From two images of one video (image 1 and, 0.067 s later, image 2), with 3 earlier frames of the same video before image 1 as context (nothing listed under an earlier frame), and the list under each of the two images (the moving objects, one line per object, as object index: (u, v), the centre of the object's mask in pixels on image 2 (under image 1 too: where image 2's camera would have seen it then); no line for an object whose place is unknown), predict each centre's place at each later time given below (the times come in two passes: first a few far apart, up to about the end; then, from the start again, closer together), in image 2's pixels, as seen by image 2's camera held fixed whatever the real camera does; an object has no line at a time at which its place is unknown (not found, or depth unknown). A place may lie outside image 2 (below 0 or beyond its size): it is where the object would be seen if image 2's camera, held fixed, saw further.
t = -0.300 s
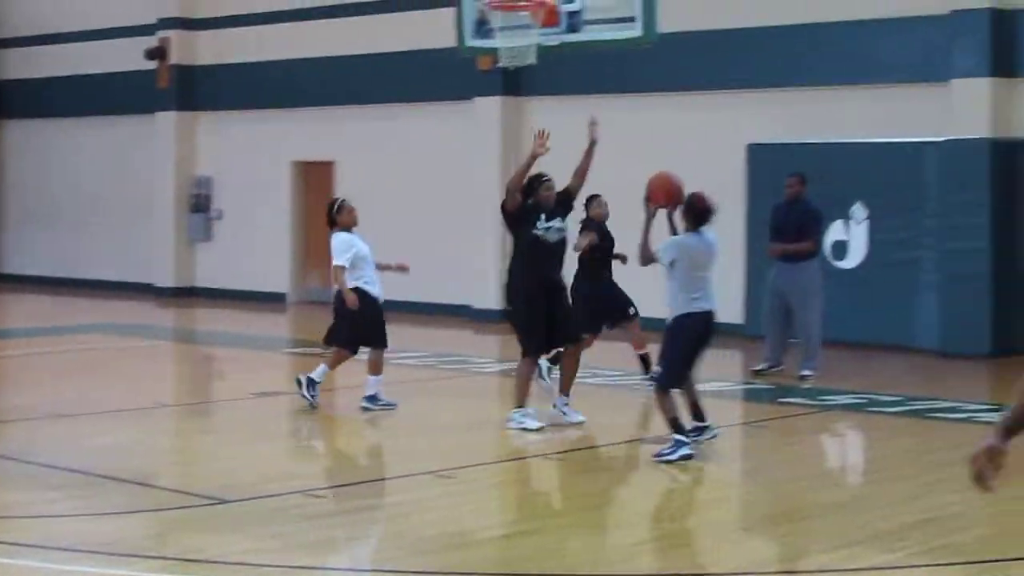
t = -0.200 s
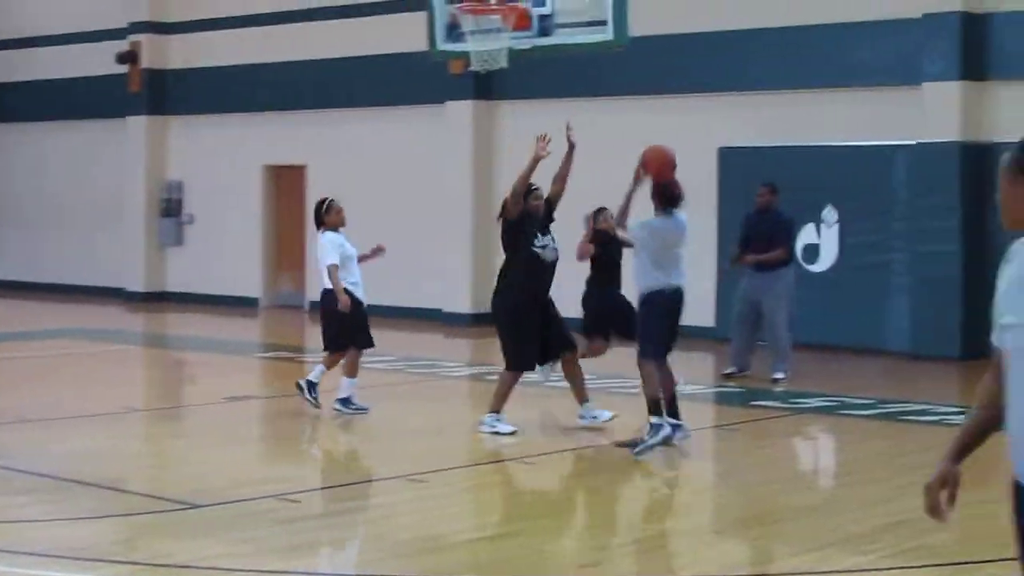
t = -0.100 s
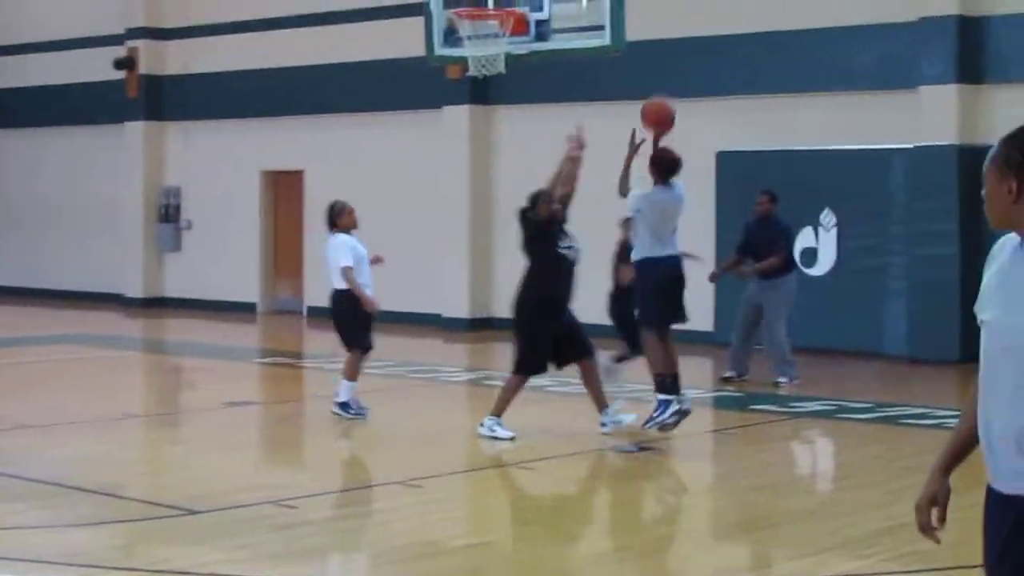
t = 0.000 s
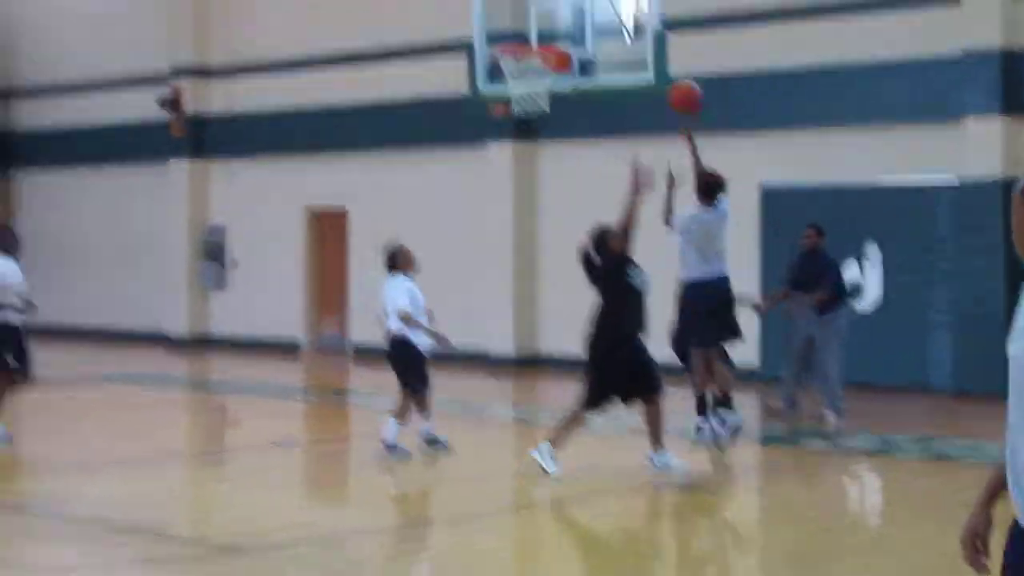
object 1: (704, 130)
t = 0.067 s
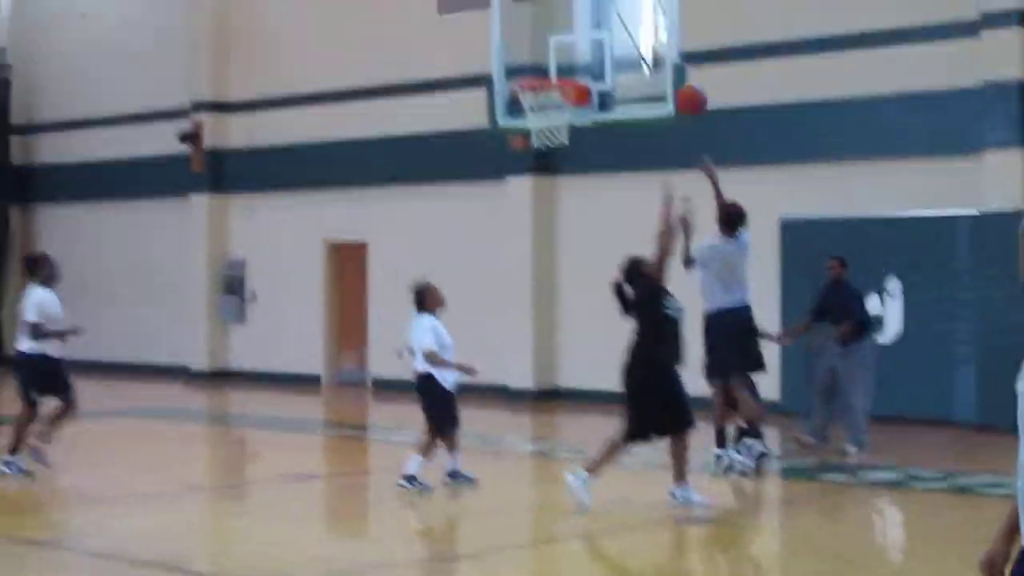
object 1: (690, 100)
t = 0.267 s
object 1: (653, 53)
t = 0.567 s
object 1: (554, 76)
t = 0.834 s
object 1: (502, 145)
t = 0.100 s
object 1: (684, 88)
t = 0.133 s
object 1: (677, 77)
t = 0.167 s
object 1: (670, 68)
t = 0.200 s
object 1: (664, 61)
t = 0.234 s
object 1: (658, 56)
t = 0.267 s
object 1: (653, 53)
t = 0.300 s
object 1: (639, 51)
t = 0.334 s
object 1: (626, 51)
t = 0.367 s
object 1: (614, 53)
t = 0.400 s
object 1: (602, 55)
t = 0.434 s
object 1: (590, 60)
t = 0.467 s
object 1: (579, 65)
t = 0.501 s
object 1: (567, 73)
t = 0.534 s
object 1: (560, 74)
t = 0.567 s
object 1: (554, 76)
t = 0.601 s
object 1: (548, 79)
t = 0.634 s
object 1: (542, 84)
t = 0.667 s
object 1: (537, 90)
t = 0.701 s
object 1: (527, 98)
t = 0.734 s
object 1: (522, 107)
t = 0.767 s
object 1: (516, 119)
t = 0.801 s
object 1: (509, 132)
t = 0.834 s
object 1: (502, 145)
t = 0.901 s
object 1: (489, 177)
